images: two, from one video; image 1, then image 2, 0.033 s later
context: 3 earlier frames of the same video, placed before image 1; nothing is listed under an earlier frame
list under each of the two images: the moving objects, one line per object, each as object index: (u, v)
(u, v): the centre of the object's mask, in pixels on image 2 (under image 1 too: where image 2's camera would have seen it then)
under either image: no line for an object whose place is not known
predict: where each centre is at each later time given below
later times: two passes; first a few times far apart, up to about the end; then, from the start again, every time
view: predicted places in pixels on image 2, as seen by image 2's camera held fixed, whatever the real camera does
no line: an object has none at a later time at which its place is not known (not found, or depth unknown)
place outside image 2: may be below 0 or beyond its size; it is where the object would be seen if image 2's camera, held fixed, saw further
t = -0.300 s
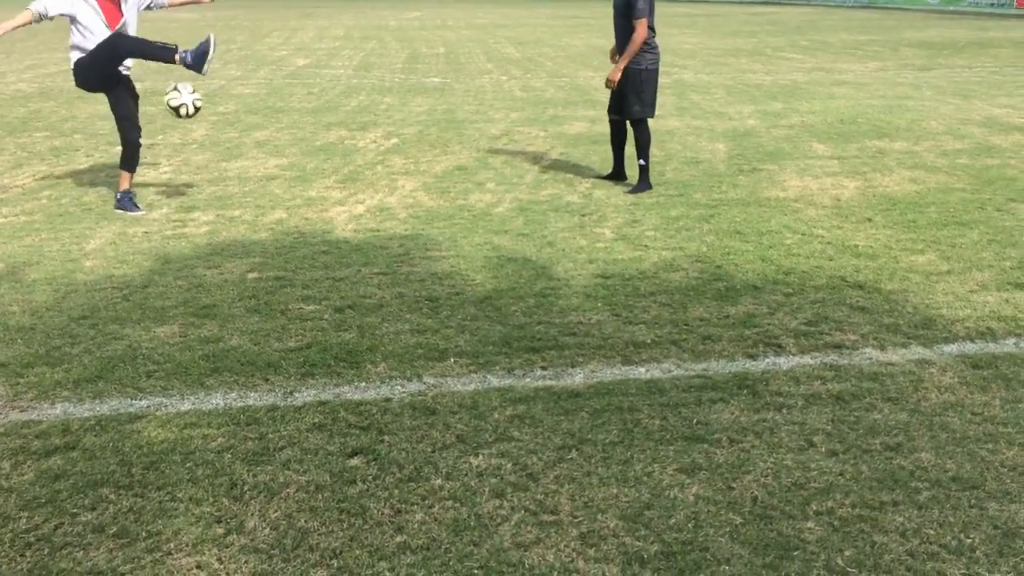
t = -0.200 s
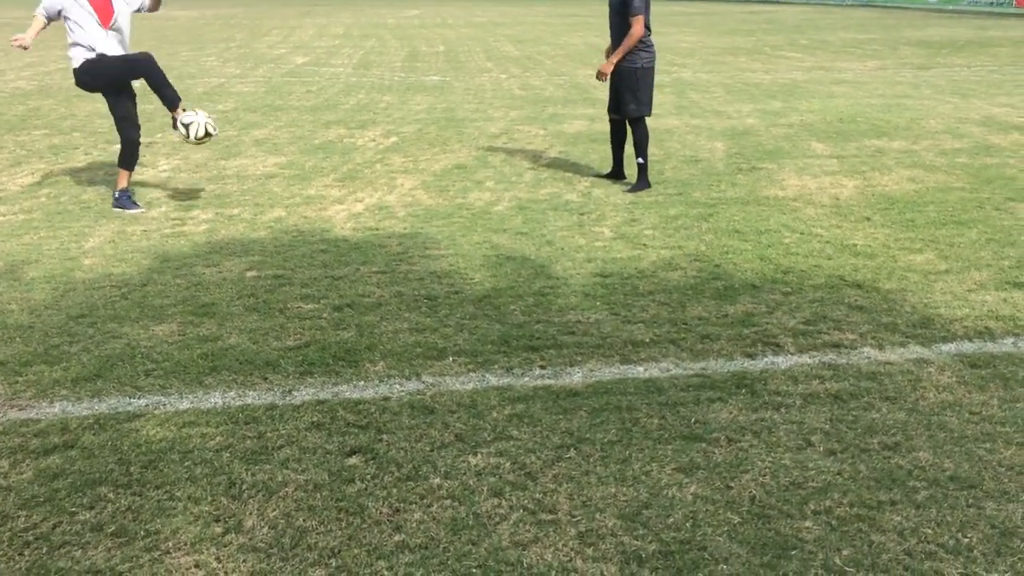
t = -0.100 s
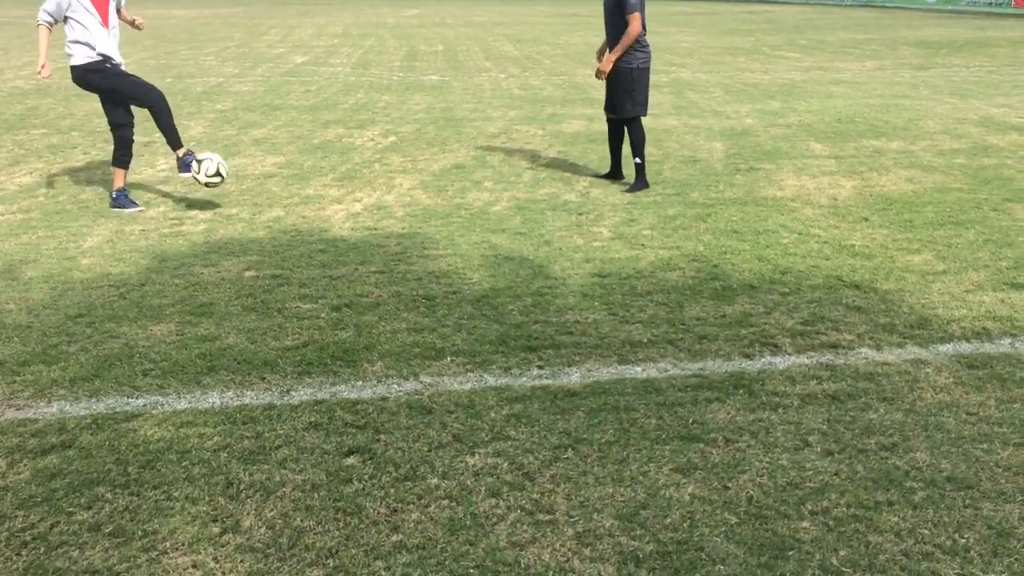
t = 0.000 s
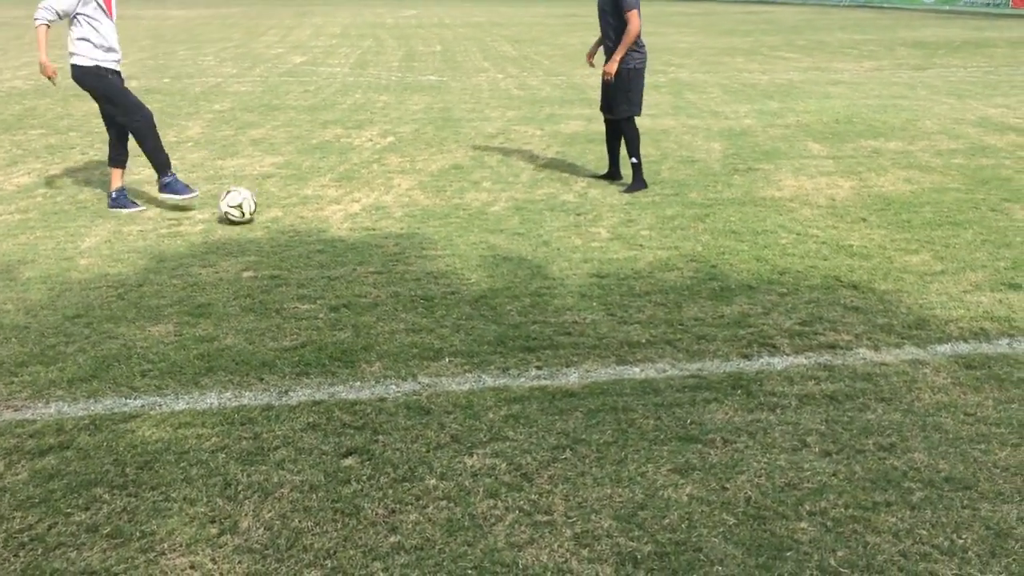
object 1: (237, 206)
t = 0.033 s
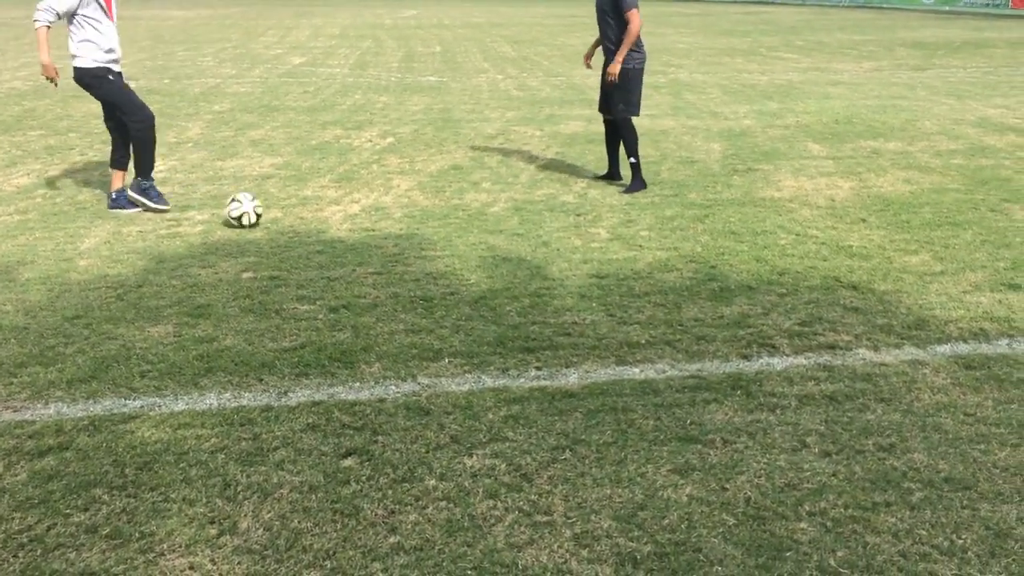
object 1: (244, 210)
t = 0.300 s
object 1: (270, 222)
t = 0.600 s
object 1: (306, 244)
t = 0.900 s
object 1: (339, 266)
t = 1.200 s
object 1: (369, 284)
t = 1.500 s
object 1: (395, 300)
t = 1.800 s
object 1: (412, 312)
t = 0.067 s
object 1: (246, 206)
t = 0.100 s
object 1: (249, 203)
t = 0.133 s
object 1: (252, 202)
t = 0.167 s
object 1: (255, 203)
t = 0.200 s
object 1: (259, 204)
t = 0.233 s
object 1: (262, 208)
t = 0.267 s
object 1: (266, 215)
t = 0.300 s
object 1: (270, 222)
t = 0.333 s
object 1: (274, 228)
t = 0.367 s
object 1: (278, 228)
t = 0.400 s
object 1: (281, 227)
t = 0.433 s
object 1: (286, 230)
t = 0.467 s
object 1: (290, 233)
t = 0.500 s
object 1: (295, 238)
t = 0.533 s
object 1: (298, 242)
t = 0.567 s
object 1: (302, 243)
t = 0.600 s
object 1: (306, 244)
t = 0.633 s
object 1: (309, 245)
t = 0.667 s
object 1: (313, 249)
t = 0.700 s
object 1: (317, 252)
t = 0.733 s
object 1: (320, 255)
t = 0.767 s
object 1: (323, 255)
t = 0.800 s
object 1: (327, 257)
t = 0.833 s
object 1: (332, 259)
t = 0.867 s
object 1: (335, 263)
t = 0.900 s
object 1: (339, 266)
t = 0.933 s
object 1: (341, 268)
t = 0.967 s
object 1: (345, 269)
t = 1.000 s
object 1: (348, 272)
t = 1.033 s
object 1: (351, 274)
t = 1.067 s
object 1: (355, 277)
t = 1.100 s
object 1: (358, 280)
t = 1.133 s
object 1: (362, 282)
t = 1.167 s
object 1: (365, 282)
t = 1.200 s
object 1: (369, 284)
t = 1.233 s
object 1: (372, 286)
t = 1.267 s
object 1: (375, 288)
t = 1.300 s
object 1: (379, 291)
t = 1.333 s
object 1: (381, 292)
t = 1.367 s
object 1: (384, 293)
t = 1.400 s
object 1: (387, 296)
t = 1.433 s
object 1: (390, 297)
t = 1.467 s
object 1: (392, 299)
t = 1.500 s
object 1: (395, 300)
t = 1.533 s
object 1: (397, 301)
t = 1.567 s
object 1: (399, 302)
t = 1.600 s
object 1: (401, 303)
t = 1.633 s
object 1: (402, 304)
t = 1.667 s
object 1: (405, 306)
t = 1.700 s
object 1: (407, 307)
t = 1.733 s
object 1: (408, 309)
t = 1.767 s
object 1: (410, 311)
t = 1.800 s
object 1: (412, 312)
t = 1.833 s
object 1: (414, 314)
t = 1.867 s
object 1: (416, 315)
